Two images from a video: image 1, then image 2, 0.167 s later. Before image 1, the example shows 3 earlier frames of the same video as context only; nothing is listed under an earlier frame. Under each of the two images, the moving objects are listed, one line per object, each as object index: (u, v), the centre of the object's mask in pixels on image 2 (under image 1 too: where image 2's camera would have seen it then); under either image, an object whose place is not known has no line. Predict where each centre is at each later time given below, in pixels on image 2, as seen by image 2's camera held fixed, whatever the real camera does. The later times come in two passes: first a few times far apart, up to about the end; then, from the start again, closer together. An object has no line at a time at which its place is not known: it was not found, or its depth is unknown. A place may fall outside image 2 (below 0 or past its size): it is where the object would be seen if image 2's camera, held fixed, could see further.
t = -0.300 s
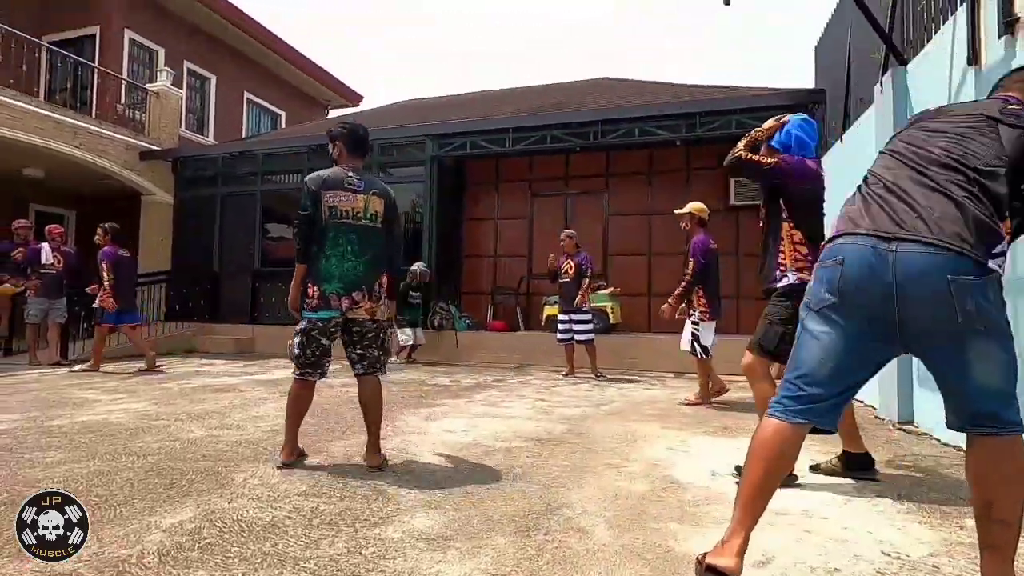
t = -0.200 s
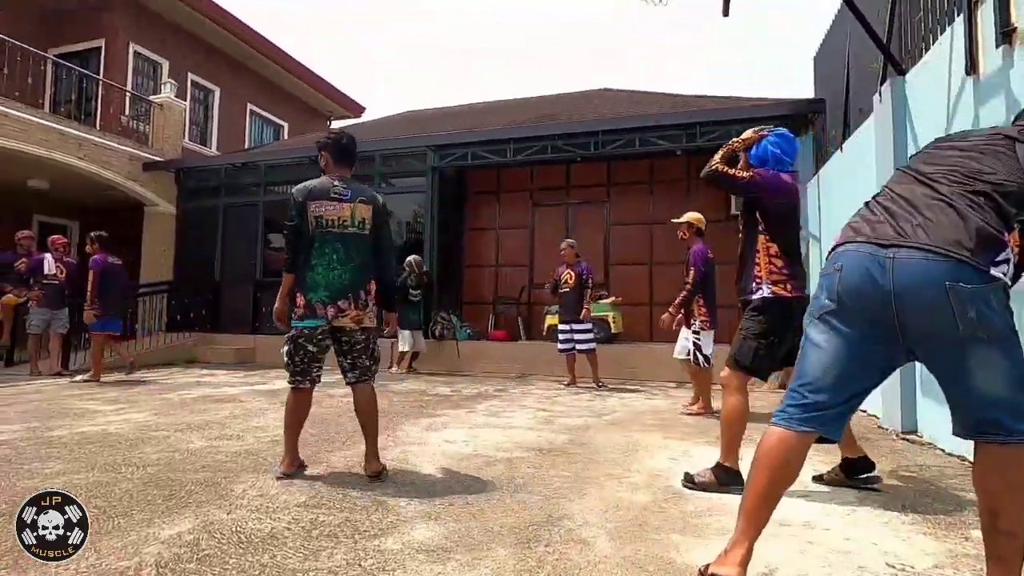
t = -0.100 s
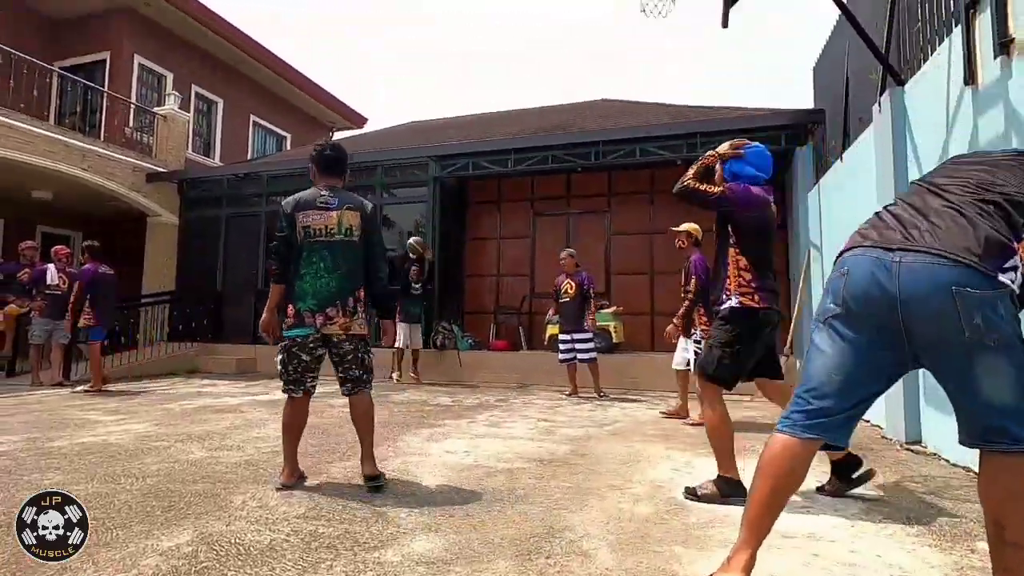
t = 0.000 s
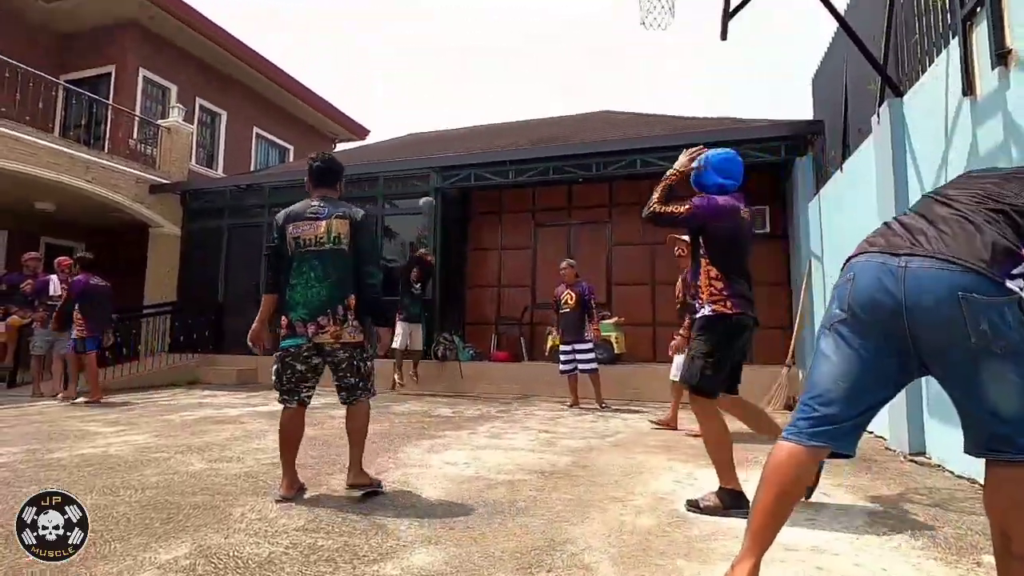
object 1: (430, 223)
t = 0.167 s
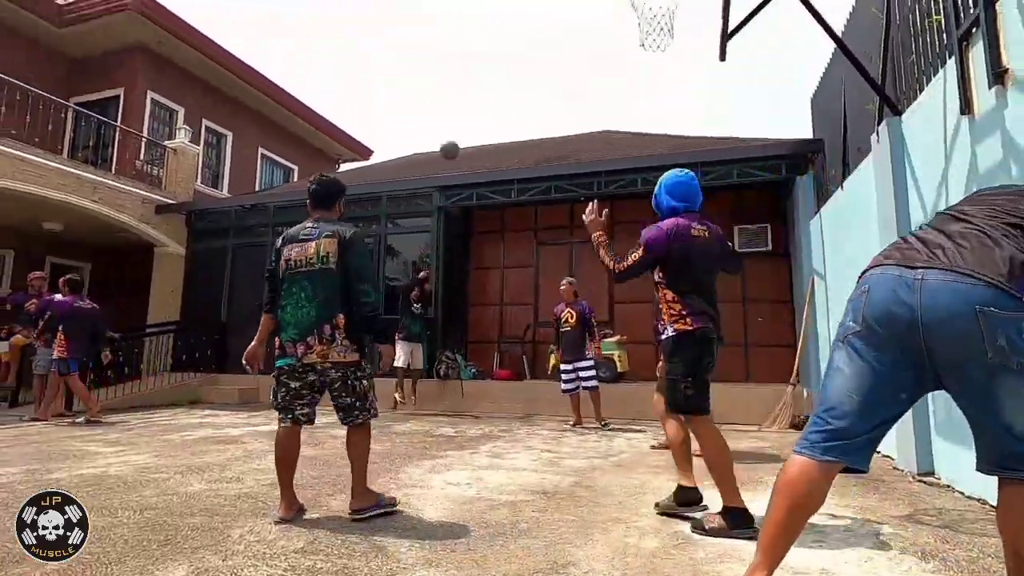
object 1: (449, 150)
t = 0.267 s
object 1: (462, 111)
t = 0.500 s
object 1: (498, 36)
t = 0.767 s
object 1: (552, -2)
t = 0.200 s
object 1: (454, 136)
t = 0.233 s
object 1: (458, 123)
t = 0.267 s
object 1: (462, 111)
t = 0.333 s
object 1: (471, 86)
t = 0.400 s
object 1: (482, 65)
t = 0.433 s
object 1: (487, 55)
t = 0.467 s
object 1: (492, 45)
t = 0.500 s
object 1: (498, 36)
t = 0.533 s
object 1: (504, 28)
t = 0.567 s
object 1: (510, 20)
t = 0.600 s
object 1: (516, 13)
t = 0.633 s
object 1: (523, 7)
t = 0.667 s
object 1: (530, 1)
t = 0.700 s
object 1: (536, -1)
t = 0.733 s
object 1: (544, -2)
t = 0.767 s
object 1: (552, -2)
